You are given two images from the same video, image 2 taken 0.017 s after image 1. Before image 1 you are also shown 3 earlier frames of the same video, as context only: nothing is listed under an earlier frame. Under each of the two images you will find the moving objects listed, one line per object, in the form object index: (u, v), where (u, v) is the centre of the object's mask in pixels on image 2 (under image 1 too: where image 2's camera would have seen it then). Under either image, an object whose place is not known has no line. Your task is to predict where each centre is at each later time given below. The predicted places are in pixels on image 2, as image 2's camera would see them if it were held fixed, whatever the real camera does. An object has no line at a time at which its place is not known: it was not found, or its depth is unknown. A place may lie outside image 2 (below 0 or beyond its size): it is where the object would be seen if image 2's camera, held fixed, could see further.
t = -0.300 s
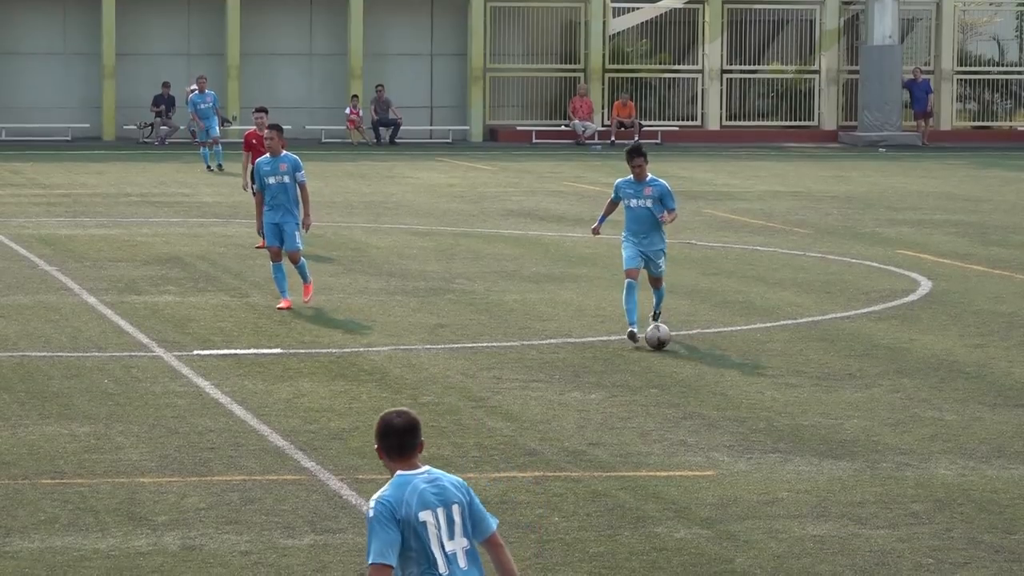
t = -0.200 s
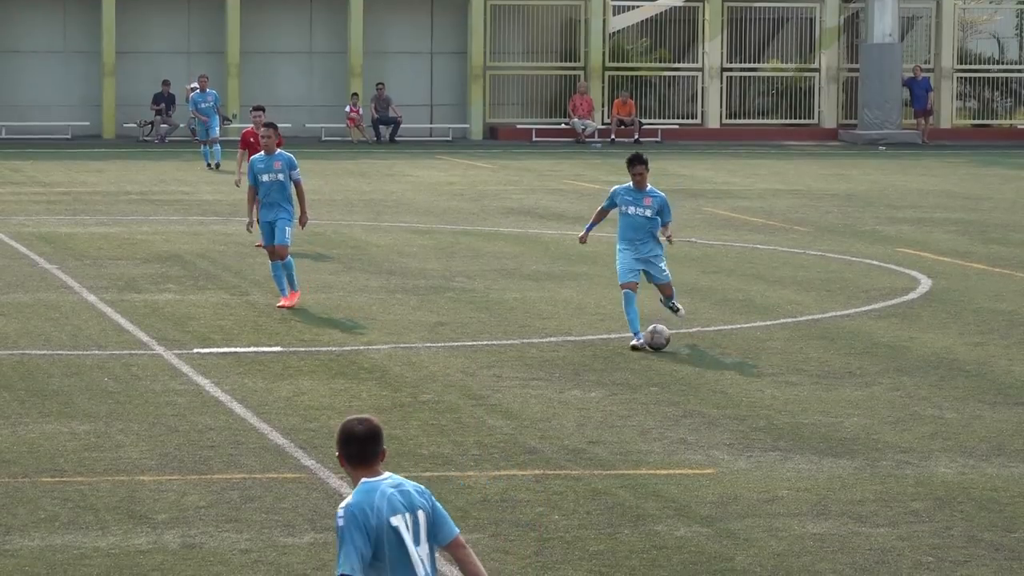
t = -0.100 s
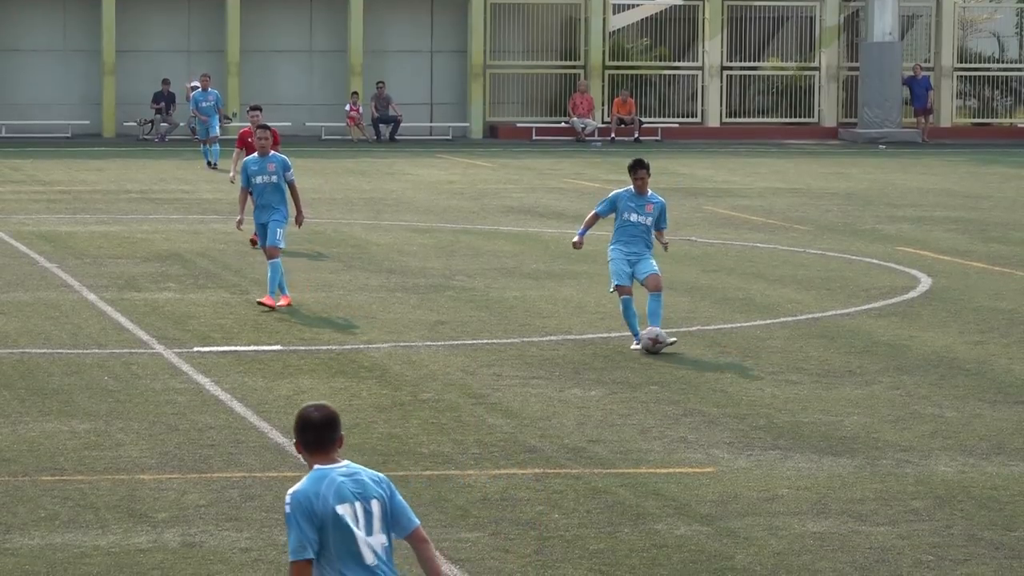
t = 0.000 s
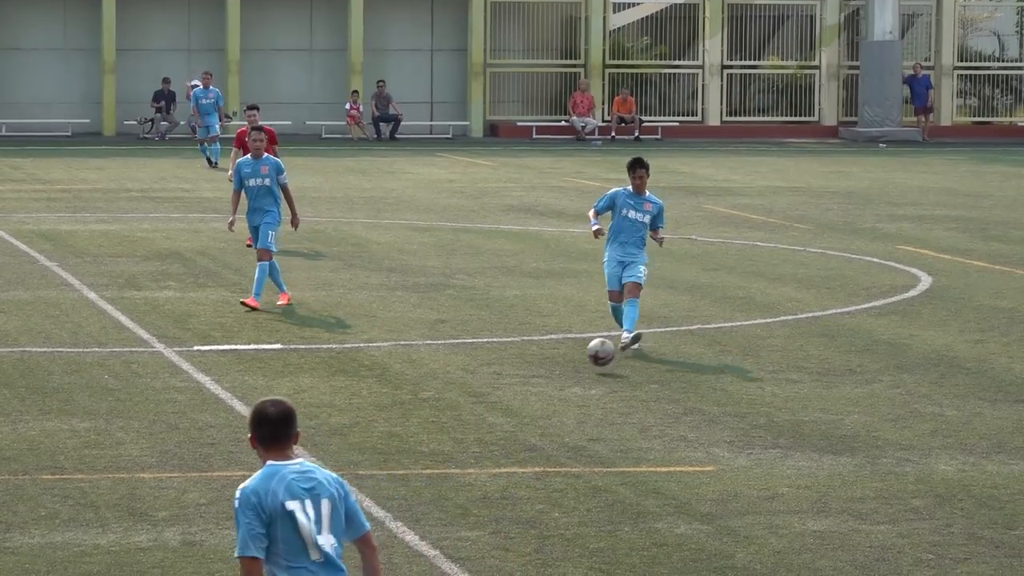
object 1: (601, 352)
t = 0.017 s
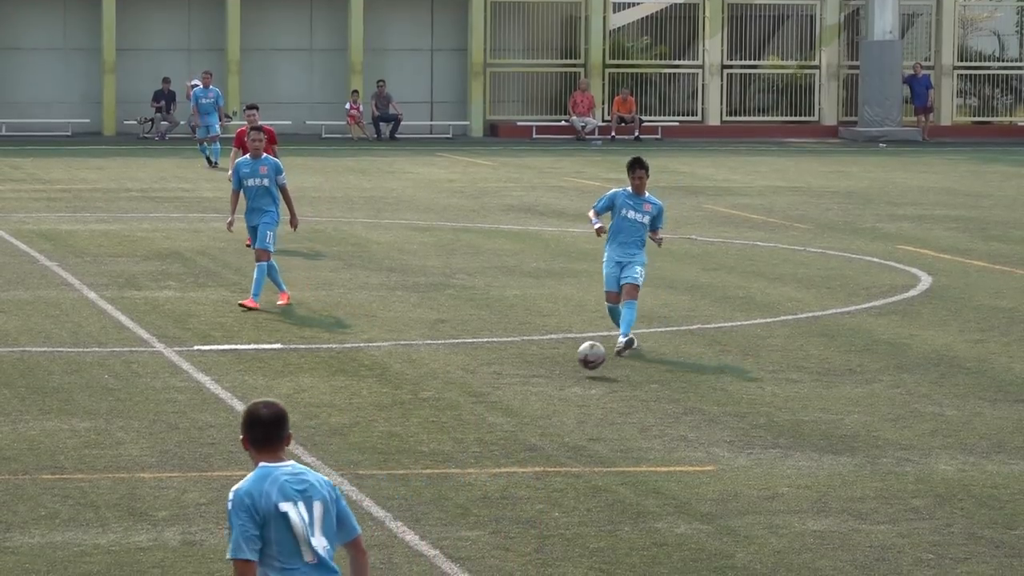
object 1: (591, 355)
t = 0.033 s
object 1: (581, 359)
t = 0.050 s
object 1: (572, 363)
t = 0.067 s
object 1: (562, 368)
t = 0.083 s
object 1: (552, 373)
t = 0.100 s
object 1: (541, 379)
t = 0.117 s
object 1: (531, 385)
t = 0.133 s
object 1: (521, 389)
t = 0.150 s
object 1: (512, 391)
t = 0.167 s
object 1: (501, 392)
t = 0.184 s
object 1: (491, 394)
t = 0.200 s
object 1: (481, 396)
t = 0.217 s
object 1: (470, 399)
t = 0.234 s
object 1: (460, 403)
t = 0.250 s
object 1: (449, 406)
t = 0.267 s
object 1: (438, 410)
